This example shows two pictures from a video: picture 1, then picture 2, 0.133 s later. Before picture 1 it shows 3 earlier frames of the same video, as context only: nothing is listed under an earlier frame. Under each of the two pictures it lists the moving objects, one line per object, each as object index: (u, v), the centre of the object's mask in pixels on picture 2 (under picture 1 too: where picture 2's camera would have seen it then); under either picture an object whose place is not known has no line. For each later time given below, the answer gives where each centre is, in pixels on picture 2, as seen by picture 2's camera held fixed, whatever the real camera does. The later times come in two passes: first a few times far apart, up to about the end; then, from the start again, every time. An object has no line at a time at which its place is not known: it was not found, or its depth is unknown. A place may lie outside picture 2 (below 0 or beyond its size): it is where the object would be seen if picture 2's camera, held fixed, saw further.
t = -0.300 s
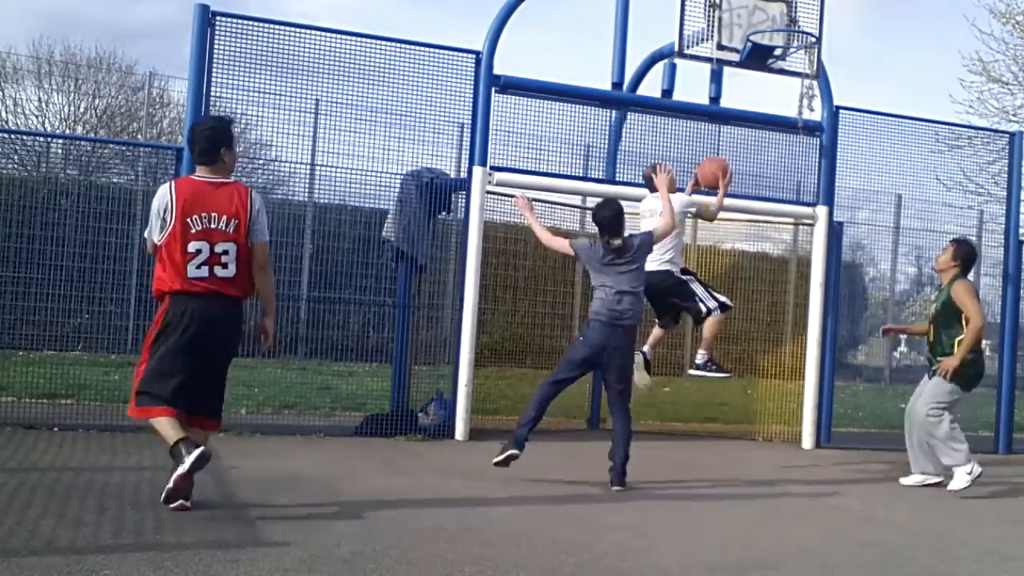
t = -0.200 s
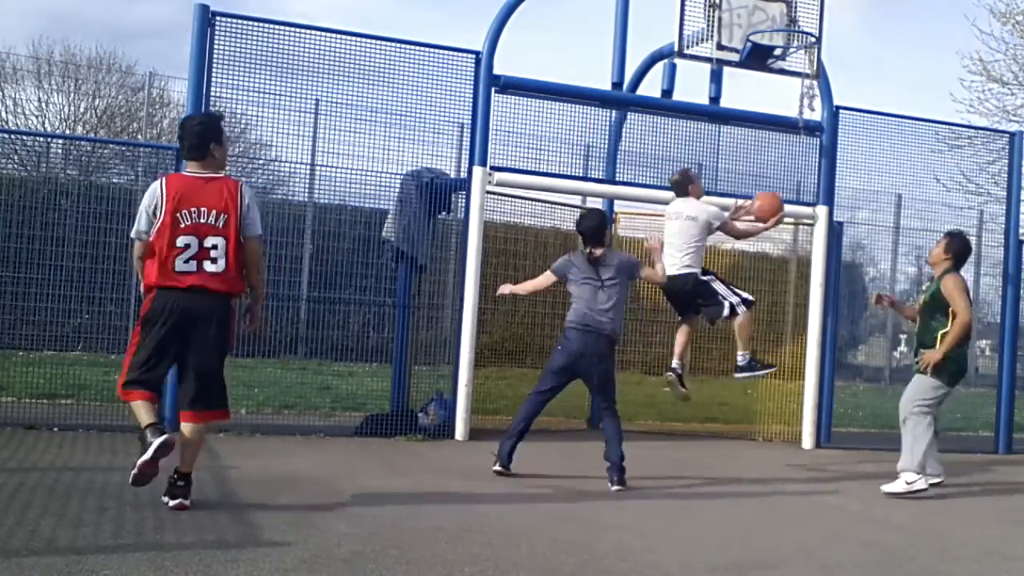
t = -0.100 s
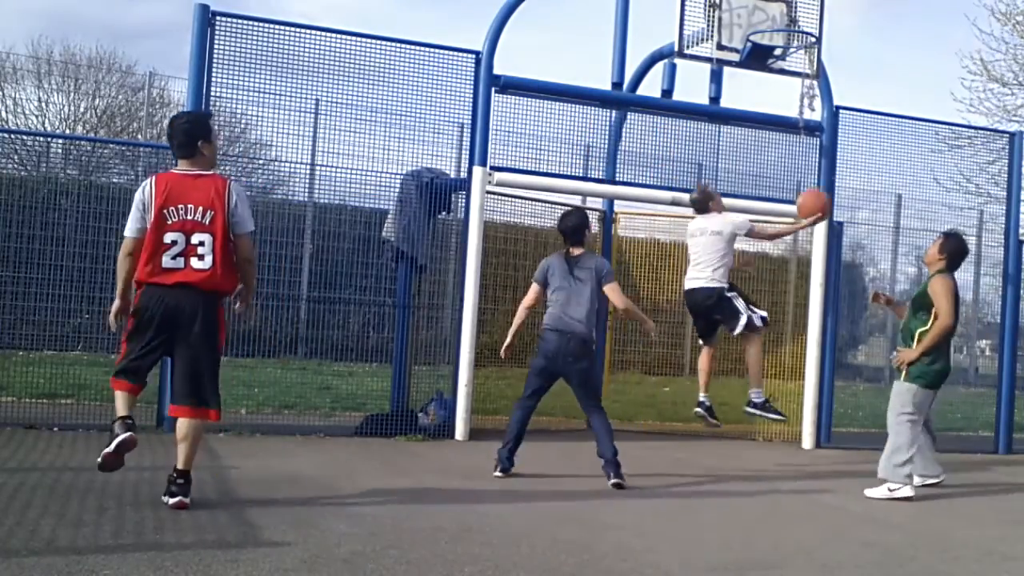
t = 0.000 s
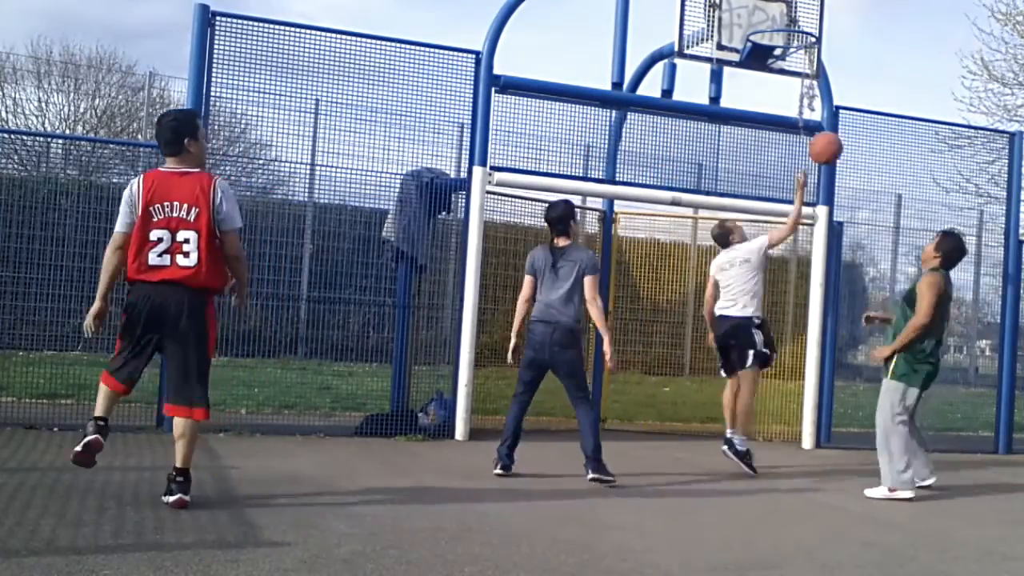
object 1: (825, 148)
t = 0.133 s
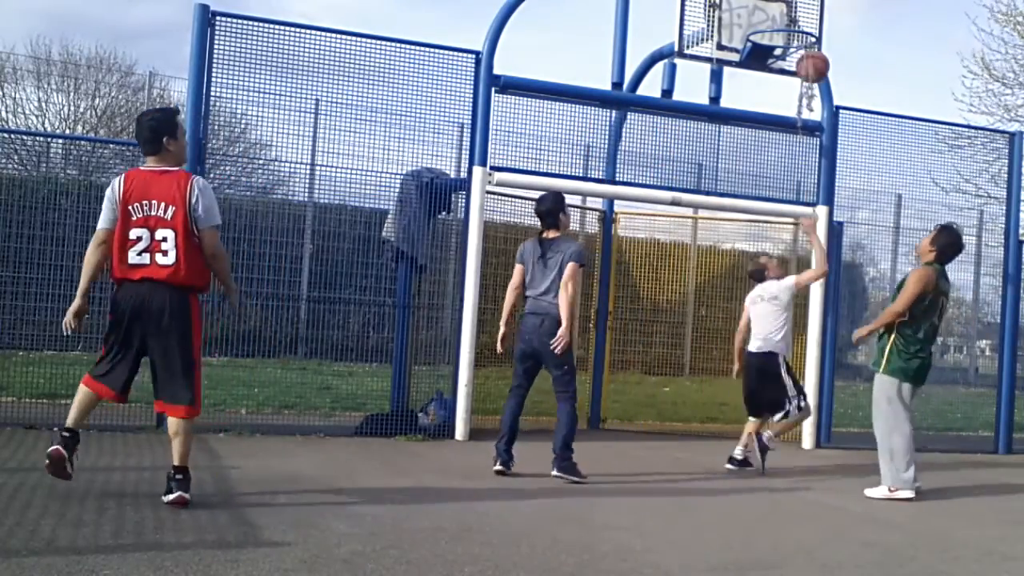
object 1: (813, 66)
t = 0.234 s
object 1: (804, 21)
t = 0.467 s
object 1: (804, 15)
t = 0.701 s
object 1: (786, 21)
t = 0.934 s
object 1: (754, 80)
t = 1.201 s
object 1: (713, 242)
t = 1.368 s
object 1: (685, 396)
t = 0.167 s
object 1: (809, 50)
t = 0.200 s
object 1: (805, 32)
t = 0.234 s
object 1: (804, 21)
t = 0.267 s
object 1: (803, 15)
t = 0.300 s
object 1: (803, 13)
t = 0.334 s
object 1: (803, 12)
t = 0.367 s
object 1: (804, 11)
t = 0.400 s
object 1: (803, 12)
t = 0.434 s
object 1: (804, 12)
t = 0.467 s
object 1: (804, 15)
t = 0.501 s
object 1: (806, 18)
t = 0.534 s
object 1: (806, 26)
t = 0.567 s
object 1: (803, 21)
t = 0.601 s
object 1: (799, 18)
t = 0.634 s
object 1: (795, 18)
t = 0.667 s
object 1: (790, 19)
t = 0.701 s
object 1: (786, 21)
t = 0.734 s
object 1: (782, 25)
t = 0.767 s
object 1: (778, 30)
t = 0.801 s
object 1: (773, 38)
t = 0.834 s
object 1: (768, 47)
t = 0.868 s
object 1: (763, 56)
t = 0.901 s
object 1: (759, 66)
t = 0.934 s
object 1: (754, 80)
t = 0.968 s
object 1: (749, 95)
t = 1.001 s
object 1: (744, 110)
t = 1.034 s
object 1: (739, 128)
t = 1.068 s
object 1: (734, 148)
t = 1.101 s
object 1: (729, 169)
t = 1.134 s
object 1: (724, 192)
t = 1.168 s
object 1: (719, 216)
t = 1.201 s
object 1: (713, 242)
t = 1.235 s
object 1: (708, 270)
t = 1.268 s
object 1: (703, 299)
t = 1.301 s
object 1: (696, 329)
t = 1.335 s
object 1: (691, 362)
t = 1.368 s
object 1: (685, 396)
